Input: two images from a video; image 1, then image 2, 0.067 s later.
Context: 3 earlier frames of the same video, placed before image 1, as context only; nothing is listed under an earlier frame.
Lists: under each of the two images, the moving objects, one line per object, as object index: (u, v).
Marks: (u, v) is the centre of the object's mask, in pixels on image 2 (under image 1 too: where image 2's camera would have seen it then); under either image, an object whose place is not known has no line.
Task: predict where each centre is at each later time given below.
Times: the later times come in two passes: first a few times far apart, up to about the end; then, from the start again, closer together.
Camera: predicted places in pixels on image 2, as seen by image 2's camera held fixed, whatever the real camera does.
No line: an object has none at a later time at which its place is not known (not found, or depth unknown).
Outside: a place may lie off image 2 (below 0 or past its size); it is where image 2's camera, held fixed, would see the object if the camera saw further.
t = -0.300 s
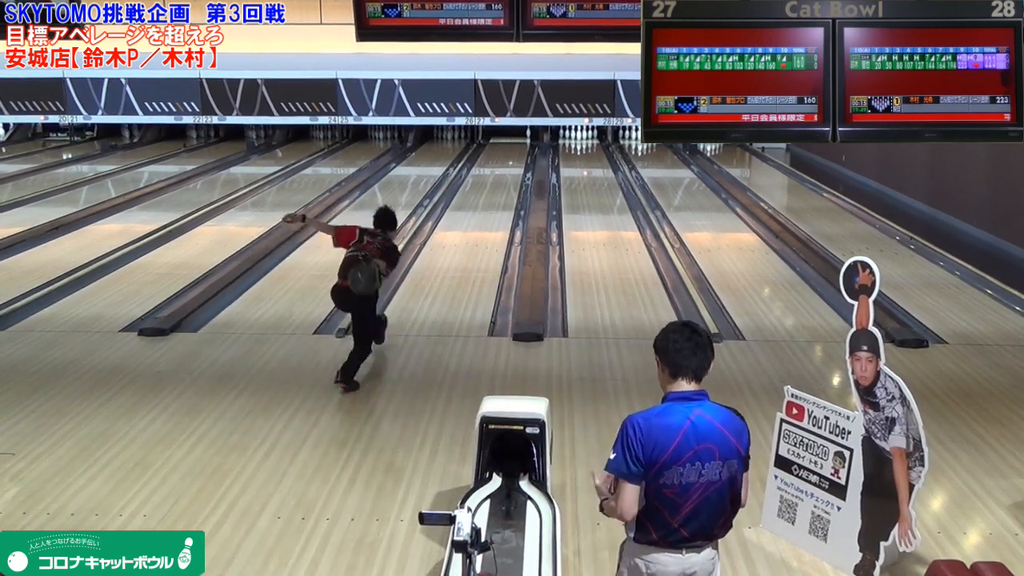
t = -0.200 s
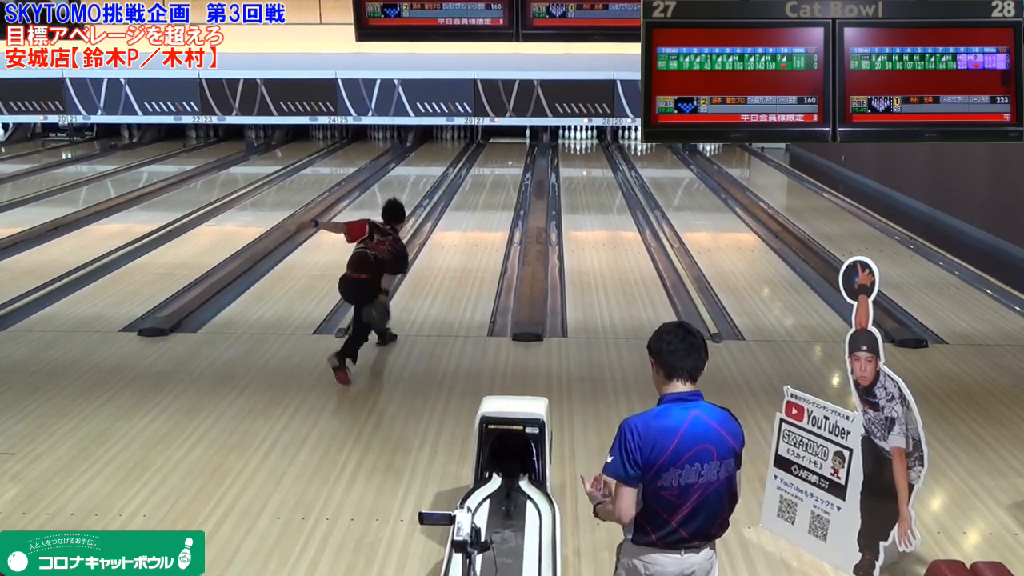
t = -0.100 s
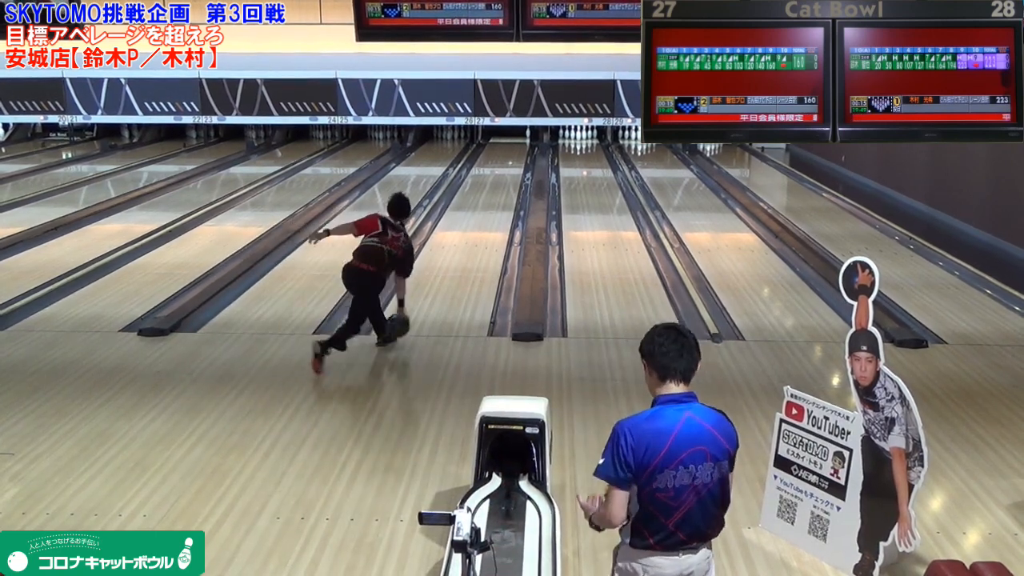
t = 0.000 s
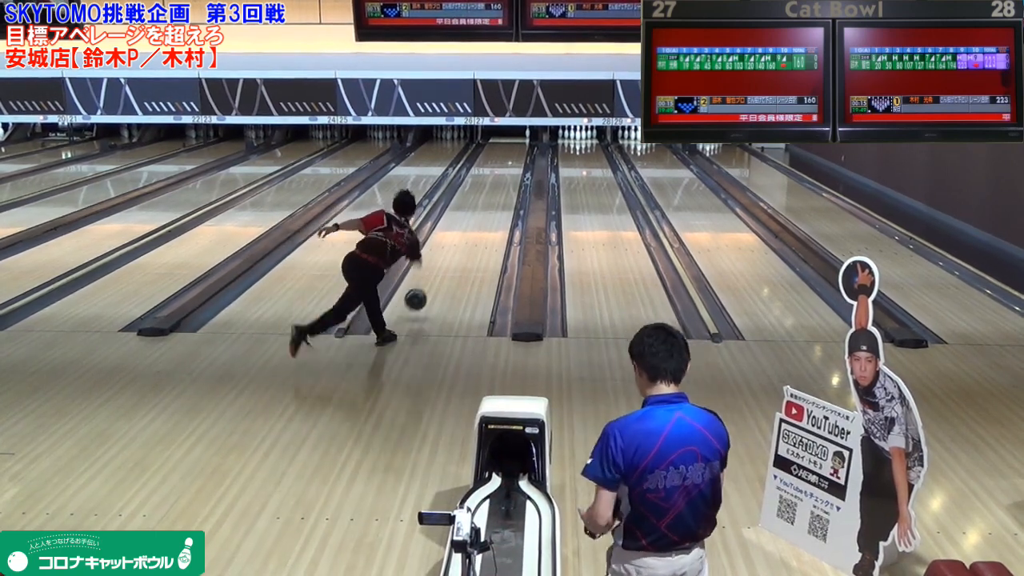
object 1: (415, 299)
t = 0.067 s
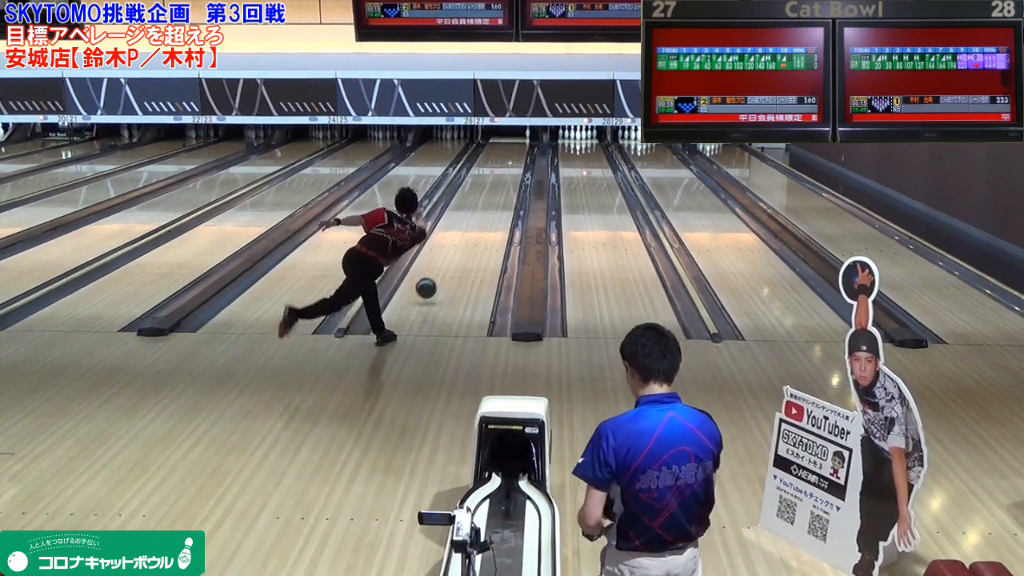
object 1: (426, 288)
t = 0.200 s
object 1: (443, 267)
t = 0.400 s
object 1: (463, 237)
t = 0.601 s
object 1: (478, 214)
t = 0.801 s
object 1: (490, 197)
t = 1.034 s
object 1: (501, 180)
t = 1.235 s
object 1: (509, 168)
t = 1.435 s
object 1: (515, 159)
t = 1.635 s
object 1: (519, 151)
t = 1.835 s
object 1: (523, 143)
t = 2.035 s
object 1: (525, 139)
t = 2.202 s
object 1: (526, 134)
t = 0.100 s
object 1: (431, 284)
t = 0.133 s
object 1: (435, 279)
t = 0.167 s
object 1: (439, 273)
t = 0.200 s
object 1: (443, 267)
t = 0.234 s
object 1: (447, 262)
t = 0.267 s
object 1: (451, 256)
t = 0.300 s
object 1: (454, 251)
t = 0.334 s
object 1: (457, 246)
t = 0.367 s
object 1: (461, 241)
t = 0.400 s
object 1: (463, 237)
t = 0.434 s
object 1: (466, 233)
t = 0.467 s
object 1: (469, 229)
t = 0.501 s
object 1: (471, 225)
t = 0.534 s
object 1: (474, 222)
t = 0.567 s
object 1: (476, 218)
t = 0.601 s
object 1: (478, 214)
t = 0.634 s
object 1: (481, 211)
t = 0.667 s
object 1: (483, 208)
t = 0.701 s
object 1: (485, 205)
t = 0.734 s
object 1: (487, 202)
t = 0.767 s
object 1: (489, 200)
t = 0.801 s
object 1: (490, 197)
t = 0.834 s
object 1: (492, 194)
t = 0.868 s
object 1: (494, 191)
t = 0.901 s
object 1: (495, 189)
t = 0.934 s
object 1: (497, 186)
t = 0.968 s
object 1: (498, 184)
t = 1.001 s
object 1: (500, 182)
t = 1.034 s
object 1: (501, 180)
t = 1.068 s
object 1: (502, 178)
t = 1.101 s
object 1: (504, 176)
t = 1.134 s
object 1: (505, 174)
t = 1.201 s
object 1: (507, 170)
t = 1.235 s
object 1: (509, 168)
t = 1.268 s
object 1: (510, 167)
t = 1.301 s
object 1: (511, 165)
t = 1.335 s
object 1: (511, 163)
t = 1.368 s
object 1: (512, 162)
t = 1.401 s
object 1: (513, 161)
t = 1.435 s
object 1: (515, 159)
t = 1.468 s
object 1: (516, 158)
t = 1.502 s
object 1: (516, 157)
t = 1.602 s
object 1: (518, 152)
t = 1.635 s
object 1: (519, 151)
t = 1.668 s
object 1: (520, 150)
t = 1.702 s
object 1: (521, 149)
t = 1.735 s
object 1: (522, 148)
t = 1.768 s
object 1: (522, 146)
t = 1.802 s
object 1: (522, 145)
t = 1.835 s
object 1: (523, 143)
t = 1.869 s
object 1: (523, 143)
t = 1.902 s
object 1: (523, 141)
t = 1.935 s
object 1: (524, 140)
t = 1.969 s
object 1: (524, 140)
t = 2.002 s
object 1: (525, 140)
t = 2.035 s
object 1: (525, 139)
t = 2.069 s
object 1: (526, 137)
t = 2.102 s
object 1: (526, 136)
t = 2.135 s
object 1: (526, 135)
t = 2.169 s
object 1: (526, 134)
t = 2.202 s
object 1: (526, 134)
